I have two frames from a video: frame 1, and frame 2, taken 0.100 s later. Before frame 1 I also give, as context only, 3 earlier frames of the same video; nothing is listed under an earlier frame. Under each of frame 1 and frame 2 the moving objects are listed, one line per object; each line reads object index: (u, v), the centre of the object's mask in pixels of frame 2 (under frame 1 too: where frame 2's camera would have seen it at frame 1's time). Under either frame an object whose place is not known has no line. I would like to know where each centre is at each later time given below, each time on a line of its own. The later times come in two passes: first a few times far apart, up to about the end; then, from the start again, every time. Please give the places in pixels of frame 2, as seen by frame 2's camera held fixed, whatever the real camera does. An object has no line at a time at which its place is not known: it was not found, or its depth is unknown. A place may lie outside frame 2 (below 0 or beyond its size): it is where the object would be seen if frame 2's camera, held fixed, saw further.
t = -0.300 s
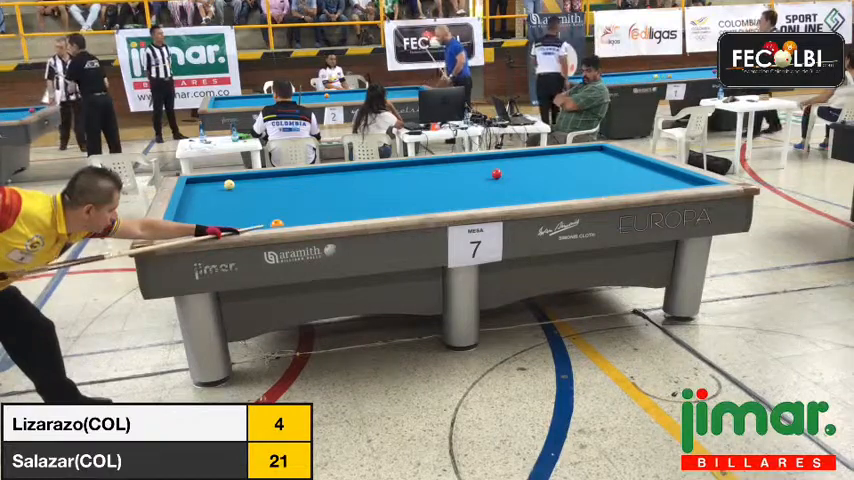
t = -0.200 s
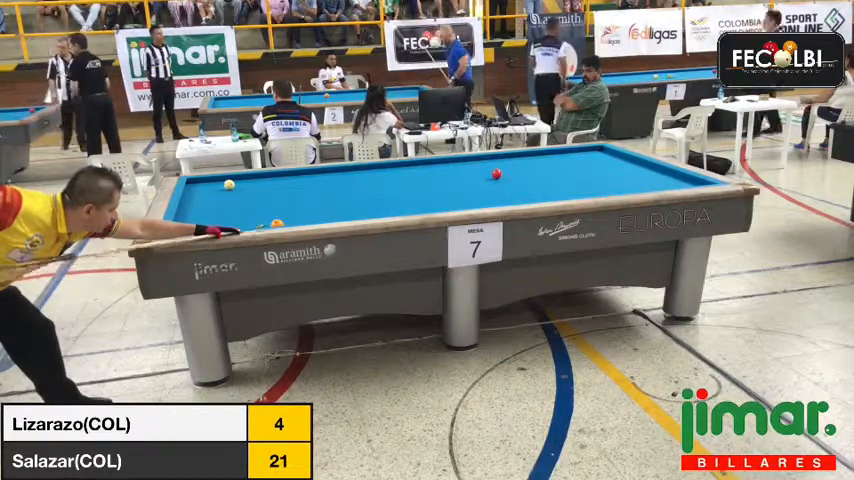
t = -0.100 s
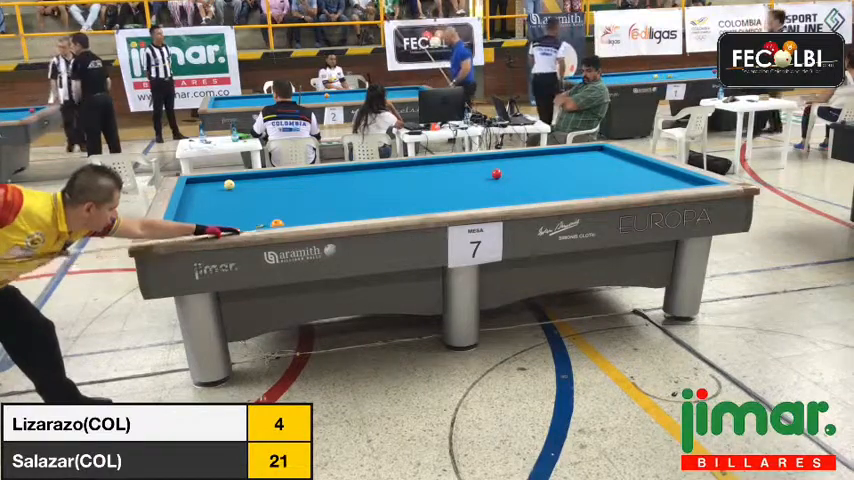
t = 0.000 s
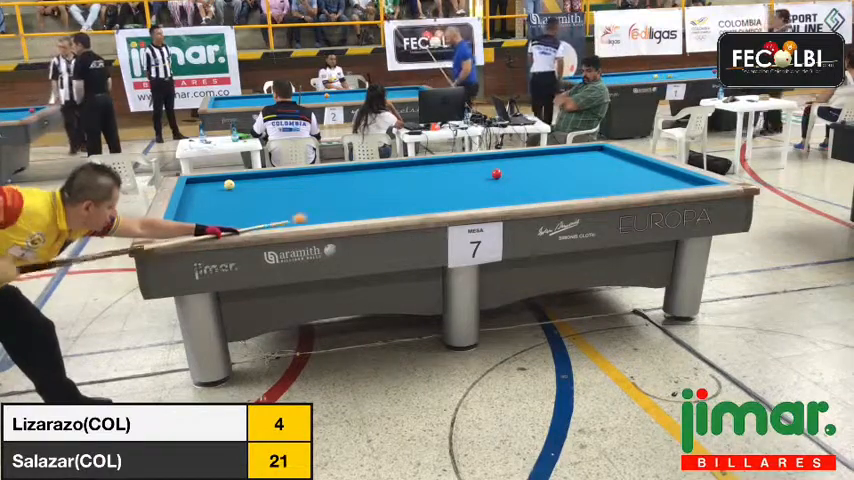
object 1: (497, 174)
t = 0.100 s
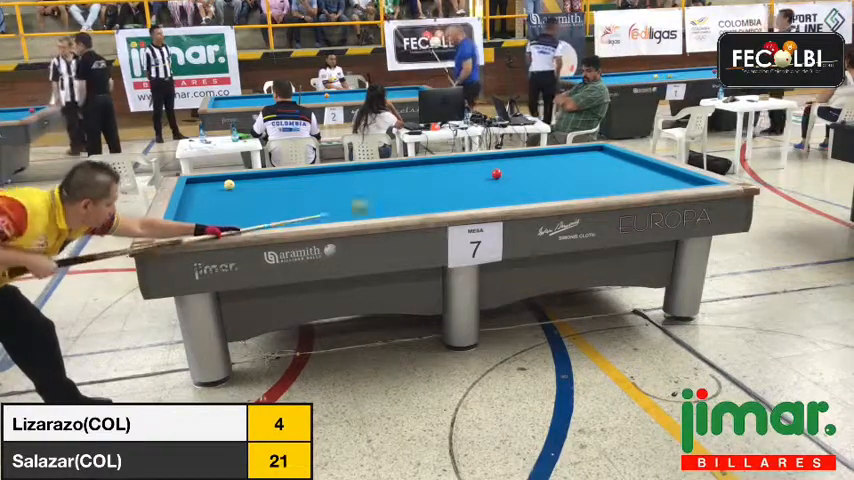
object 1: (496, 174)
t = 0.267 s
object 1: (497, 174)
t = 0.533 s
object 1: (566, 168)
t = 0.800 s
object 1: (618, 164)
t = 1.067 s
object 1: (545, 168)
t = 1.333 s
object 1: (485, 171)
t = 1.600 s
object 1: (424, 176)
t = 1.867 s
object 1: (363, 180)
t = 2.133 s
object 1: (300, 185)
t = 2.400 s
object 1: (236, 190)
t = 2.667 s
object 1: (201, 191)
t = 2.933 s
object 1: (244, 187)
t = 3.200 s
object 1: (279, 184)
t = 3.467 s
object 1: (313, 181)
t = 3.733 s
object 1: (345, 179)
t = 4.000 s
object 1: (366, 172)
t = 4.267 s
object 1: (379, 166)
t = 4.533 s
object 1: (392, 165)
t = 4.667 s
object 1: (399, 167)
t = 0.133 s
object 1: (496, 174)
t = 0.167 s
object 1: (496, 174)
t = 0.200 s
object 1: (496, 174)
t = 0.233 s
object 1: (497, 174)
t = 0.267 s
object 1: (497, 174)
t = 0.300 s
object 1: (496, 174)
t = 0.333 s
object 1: (497, 174)
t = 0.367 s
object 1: (496, 174)
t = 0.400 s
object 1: (507, 173)
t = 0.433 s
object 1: (522, 171)
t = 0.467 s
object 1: (537, 170)
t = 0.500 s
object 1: (551, 169)
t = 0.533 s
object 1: (566, 168)
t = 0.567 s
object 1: (579, 166)
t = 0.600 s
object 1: (592, 165)
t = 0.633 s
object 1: (604, 164)
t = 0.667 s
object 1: (617, 163)
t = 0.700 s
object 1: (629, 161)
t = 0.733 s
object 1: (639, 160)
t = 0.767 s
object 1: (629, 162)
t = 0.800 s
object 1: (618, 164)
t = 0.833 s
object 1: (610, 165)
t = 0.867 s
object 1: (599, 164)
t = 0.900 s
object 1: (590, 165)
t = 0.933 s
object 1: (580, 166)
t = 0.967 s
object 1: (571, 166)
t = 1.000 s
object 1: (563, 167)
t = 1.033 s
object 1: (551, 166)
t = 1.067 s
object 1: (545, 168)
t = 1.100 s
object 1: (538, 168)
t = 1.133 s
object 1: (530, 169)
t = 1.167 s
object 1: (523, 169)
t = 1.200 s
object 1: (516, 170)
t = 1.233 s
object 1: (507, 170)
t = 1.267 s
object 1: (500, 171)
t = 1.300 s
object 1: (493, 172)
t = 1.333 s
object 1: (485, 171)
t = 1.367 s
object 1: (478, 172)
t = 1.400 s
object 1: (471, 173)
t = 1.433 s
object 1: (463, 173)
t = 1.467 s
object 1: (455, 174)
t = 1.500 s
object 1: (448, 175)
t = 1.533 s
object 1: (440, 175)
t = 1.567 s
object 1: (431, 175)
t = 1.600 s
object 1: (424, 176)
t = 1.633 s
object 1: (416, 177)
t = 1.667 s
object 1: (408, 177)
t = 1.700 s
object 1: (401, 178)
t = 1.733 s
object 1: (393, 179)
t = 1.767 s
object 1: (386, 179)
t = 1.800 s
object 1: (378, 180)
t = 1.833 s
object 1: (371, 180)
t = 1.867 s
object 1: (363, 180)
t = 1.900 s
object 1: (355, 181)
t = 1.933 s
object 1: (347, 182)
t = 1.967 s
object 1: (340, 182)
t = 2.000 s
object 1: (331, 183)
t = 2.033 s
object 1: (324, 183)
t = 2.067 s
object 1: (316, 184)
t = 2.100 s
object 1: (308, 185)
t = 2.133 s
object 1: (300, 185)
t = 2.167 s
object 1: (292, 185)
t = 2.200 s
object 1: (284, 186)
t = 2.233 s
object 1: (276, 186)
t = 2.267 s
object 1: (268, 187)
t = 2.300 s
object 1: (260, 188)
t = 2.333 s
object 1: (252, 188)
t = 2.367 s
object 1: (244, 189)
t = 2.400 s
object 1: (236, 190)
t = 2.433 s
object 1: (228, 191)
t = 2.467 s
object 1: (220, 190)
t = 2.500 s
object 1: (212, 191)
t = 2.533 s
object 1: (204, 192)
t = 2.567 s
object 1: (196, 192)
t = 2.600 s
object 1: (187, 193)
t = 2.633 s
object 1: (195, 192)
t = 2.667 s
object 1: (201, 191)
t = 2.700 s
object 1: (207, 191)
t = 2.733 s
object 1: (213, 189)
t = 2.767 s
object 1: (218, 190)
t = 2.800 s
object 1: (225, 189)
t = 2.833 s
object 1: (230, 188)
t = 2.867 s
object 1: (235, 188)
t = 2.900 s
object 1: (238, 188)
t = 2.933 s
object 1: (244, 187)
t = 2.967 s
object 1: (248, 187)
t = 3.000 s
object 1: (251, 187)
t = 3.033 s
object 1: (258, 186)
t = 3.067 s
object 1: (262, 185)
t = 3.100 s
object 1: (266, 185)
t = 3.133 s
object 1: (271, 185)
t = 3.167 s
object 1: (275, 184)
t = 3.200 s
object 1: (279, 184)
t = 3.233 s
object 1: (283, 184)
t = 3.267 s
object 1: (288, 183)
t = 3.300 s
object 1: (292, 183)
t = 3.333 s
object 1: (296, 183)
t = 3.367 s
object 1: (301, 182)
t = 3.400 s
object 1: (305, 182)
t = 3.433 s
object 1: (309, 181)
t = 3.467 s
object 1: (313, 181)
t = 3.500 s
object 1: (316, 181)
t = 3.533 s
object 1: (321, 181)
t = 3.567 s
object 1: (326, 180)
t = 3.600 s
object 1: (329, 180)
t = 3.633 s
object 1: (333, 180)
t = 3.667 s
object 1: (337, 179)
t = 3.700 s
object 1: (341, 179)
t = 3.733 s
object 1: (345, 179)
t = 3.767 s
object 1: (349, 178)
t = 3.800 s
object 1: (353, 178)
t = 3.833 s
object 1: (357, 177)
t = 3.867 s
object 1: (359, 176)
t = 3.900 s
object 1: (360, 174)
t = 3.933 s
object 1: (363, 173)
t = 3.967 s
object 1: (363, 173)
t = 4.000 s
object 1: (366, 172)
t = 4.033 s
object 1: (366, 172)
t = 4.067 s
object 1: (369, 171)
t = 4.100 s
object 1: (370, 171)
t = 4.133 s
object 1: (372, 170)
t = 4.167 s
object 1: (374, 169)
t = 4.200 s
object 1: (375, 167)
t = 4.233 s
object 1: (377, 167)
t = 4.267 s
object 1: (379, 166)
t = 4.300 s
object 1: (379, 166)
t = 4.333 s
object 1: (383, 166)
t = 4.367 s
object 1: (383, 165)
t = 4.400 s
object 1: (385, 165)
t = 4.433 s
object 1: (387, 165)
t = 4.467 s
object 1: (388, 166)
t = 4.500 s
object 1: (390, 166)
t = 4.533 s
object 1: (392, 165)
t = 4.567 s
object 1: (393, 166)
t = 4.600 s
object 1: (394, 166)
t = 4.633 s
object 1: (395, 167)
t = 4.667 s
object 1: (399, 167)
